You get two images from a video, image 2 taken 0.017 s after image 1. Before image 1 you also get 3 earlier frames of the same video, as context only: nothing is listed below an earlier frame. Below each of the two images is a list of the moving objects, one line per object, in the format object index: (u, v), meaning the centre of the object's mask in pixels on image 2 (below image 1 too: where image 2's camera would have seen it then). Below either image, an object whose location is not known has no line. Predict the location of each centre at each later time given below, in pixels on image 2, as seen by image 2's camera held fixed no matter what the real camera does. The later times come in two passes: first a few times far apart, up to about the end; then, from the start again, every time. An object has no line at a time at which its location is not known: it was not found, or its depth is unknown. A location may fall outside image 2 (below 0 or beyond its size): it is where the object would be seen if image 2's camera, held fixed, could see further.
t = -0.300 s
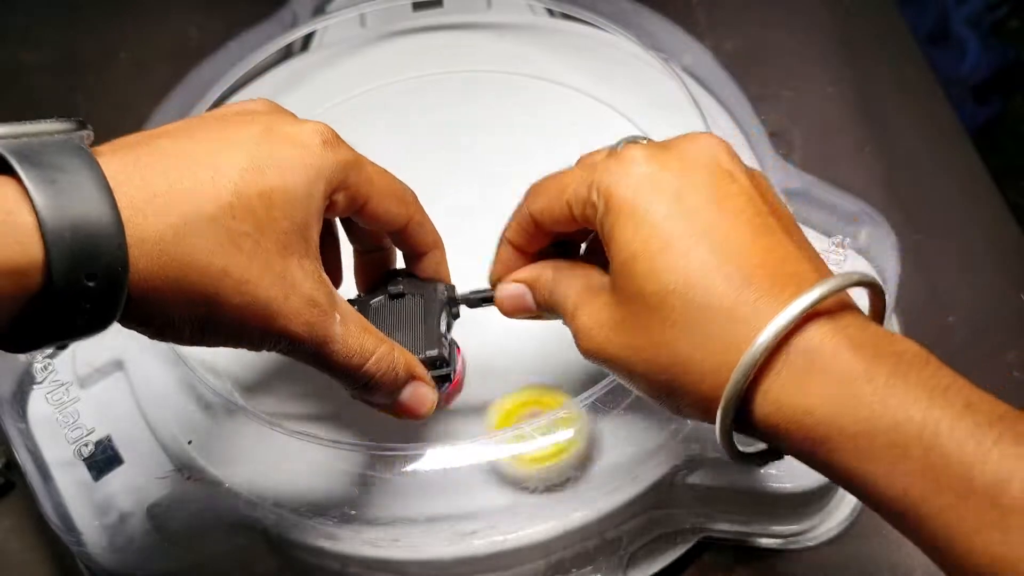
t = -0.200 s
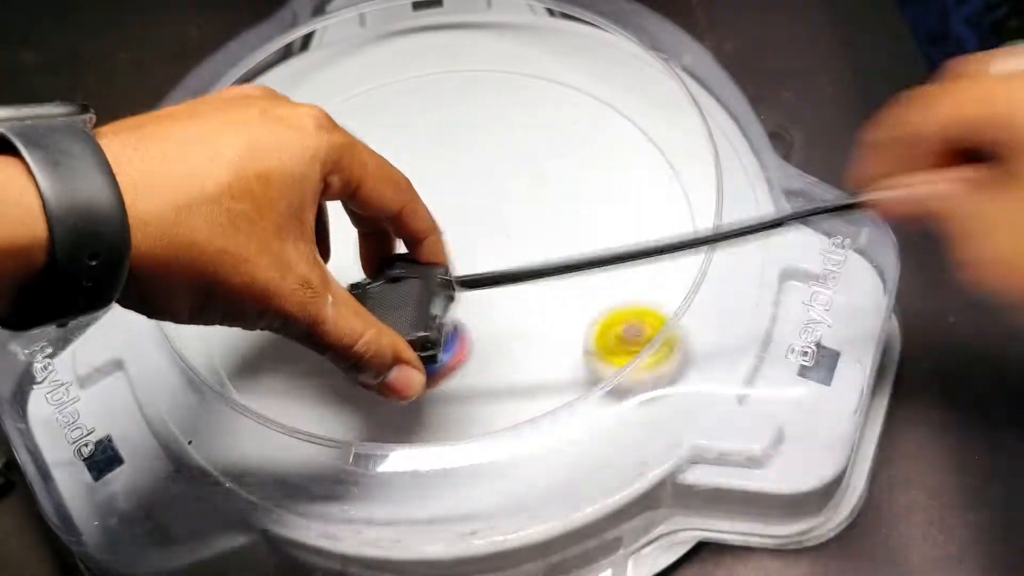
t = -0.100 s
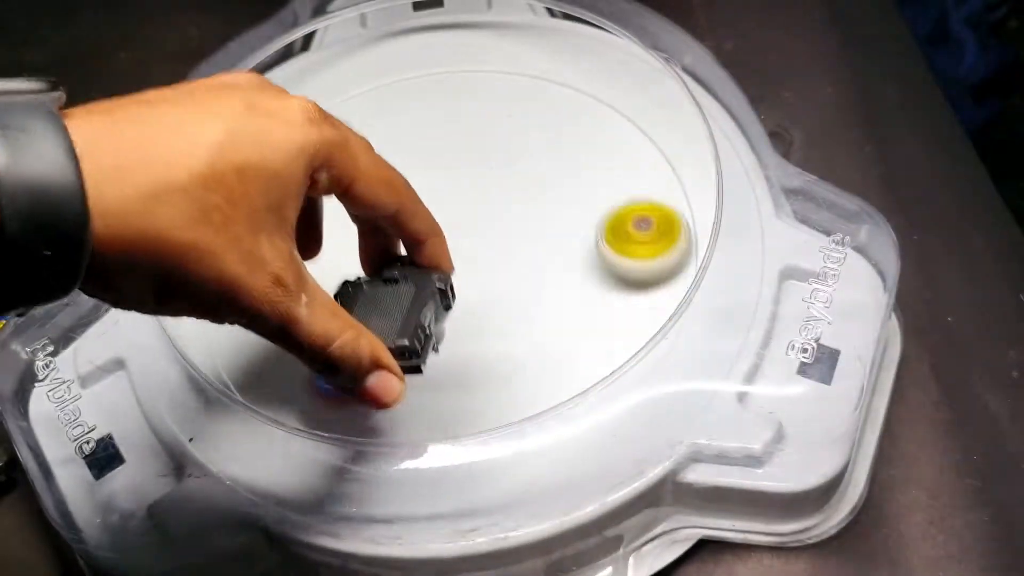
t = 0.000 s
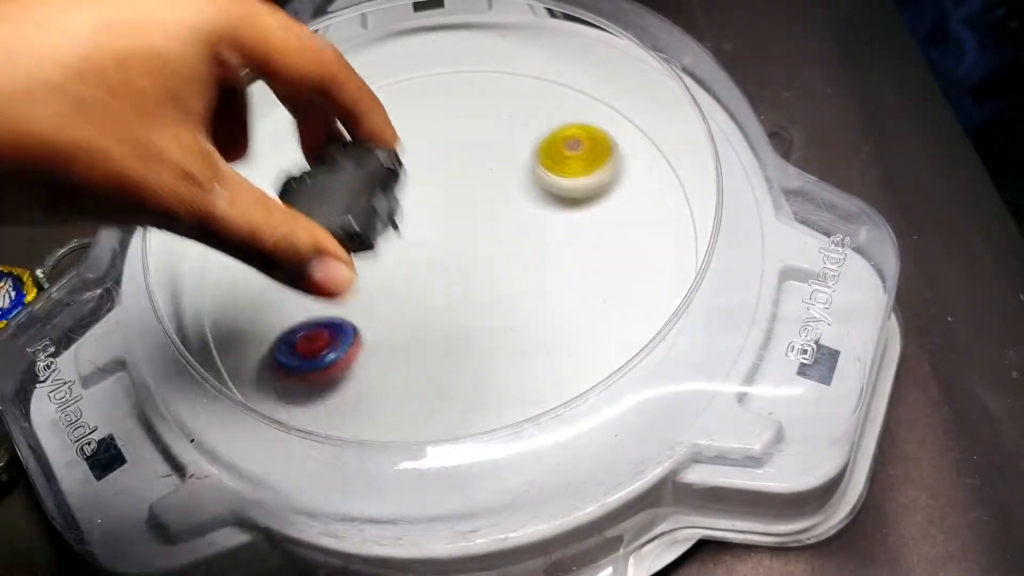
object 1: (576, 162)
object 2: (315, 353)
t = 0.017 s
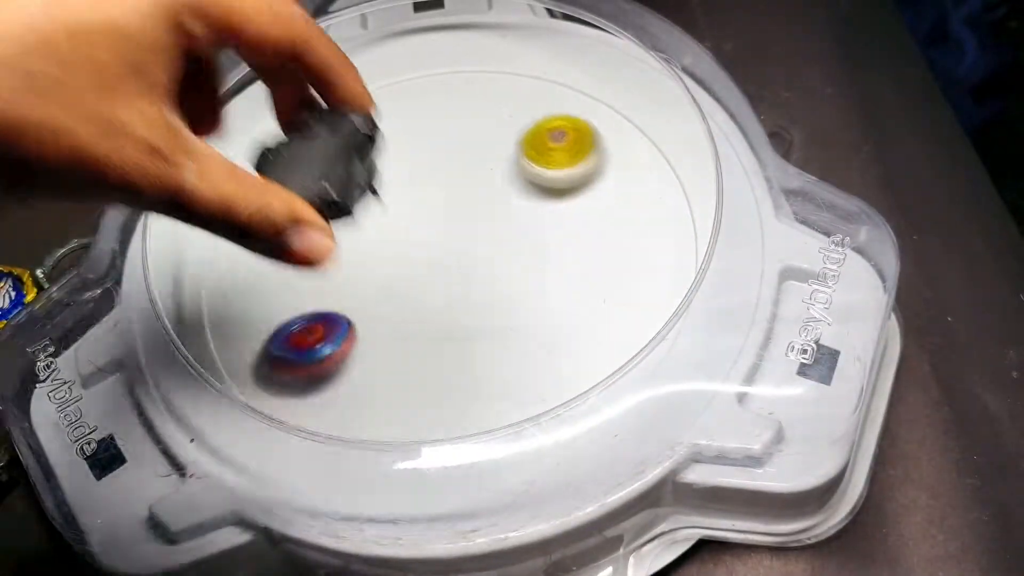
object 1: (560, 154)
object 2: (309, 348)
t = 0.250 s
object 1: (297, 159)
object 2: (259, 265)
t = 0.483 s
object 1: (178, 200)
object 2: (266, 377)
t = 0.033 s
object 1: (544, 146)
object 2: (305, 340)
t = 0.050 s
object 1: (525, 139)
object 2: (301, 333)
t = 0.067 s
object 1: (507, 133)
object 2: (297, 325)
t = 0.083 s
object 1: (488, 130)
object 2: (293, 319)
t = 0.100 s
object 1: (469, 127)
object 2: (290, 312)
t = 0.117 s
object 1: (450, 126)
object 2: (286, 305)
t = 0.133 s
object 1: (430, 126)
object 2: (283, 299)
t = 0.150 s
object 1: (410, 127)
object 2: (280, 293)
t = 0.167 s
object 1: (390, 129)
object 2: (277, 288)
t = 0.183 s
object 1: (371, 132)
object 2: (273, 282)
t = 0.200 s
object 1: (352, 137)
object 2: (270, 277)
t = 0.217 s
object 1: (333, 143)
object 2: (266, 273)
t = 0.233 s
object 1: (315, 150)
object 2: (263, 268)
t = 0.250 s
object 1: (297, 159)
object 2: (259, 265)
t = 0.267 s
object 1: (280, 169)
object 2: (256, 262)
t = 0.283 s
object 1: (265, 179)
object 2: (252, 259)
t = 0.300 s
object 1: (250, 190)
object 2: (249, 257)
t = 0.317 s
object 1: (236, 193)
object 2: (243, 264)
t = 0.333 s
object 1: (224, 184)
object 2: (235, 278)
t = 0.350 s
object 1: (213, 177)
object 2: (227, 294)
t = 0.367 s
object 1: (206, 175)
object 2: (219, 308)
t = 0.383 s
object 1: (197, 176)
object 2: (217, 320)
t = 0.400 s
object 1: (192, 180)
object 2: (222, 329)
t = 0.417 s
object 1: (194, 185)
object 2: (231, 341)
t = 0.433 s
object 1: (193, 189)
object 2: (242, 356)
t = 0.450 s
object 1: (191, 194)
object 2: (250, 364)
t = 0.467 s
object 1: (181, 196)
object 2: (258, 371)
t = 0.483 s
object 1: (178, 200)
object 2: (266, 377)
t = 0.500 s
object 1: (176, 205)
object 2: (273, 382)
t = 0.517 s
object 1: (173, 211)
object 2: (280, 386)
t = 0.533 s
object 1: (170, 218)
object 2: (286, 388)
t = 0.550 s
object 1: (167, 225)
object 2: (292, 390)
